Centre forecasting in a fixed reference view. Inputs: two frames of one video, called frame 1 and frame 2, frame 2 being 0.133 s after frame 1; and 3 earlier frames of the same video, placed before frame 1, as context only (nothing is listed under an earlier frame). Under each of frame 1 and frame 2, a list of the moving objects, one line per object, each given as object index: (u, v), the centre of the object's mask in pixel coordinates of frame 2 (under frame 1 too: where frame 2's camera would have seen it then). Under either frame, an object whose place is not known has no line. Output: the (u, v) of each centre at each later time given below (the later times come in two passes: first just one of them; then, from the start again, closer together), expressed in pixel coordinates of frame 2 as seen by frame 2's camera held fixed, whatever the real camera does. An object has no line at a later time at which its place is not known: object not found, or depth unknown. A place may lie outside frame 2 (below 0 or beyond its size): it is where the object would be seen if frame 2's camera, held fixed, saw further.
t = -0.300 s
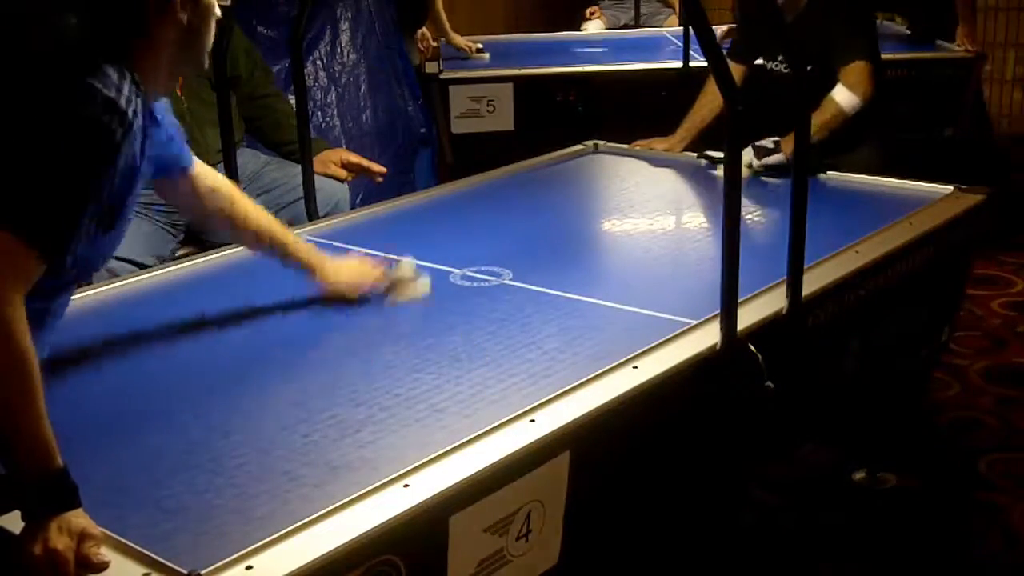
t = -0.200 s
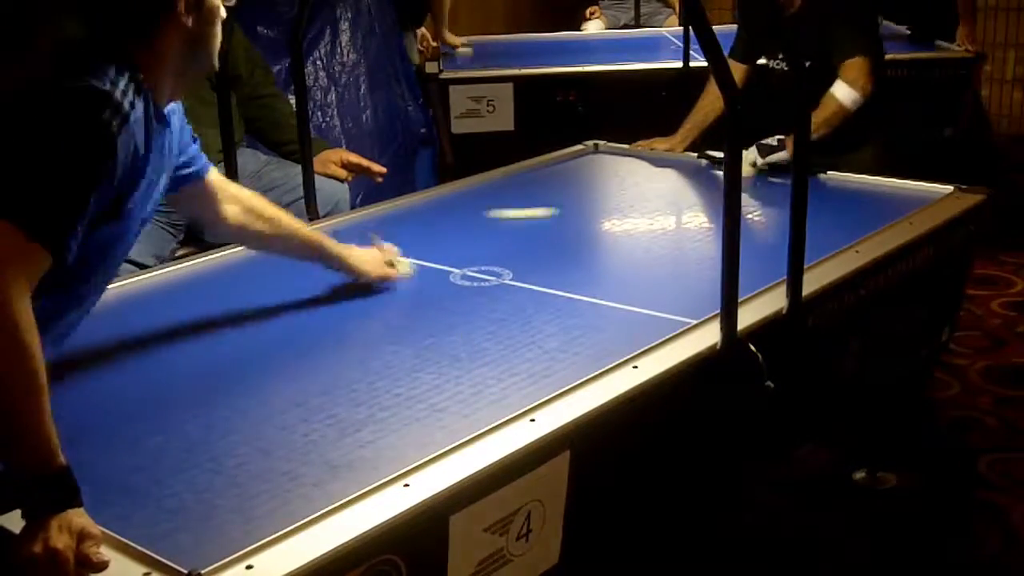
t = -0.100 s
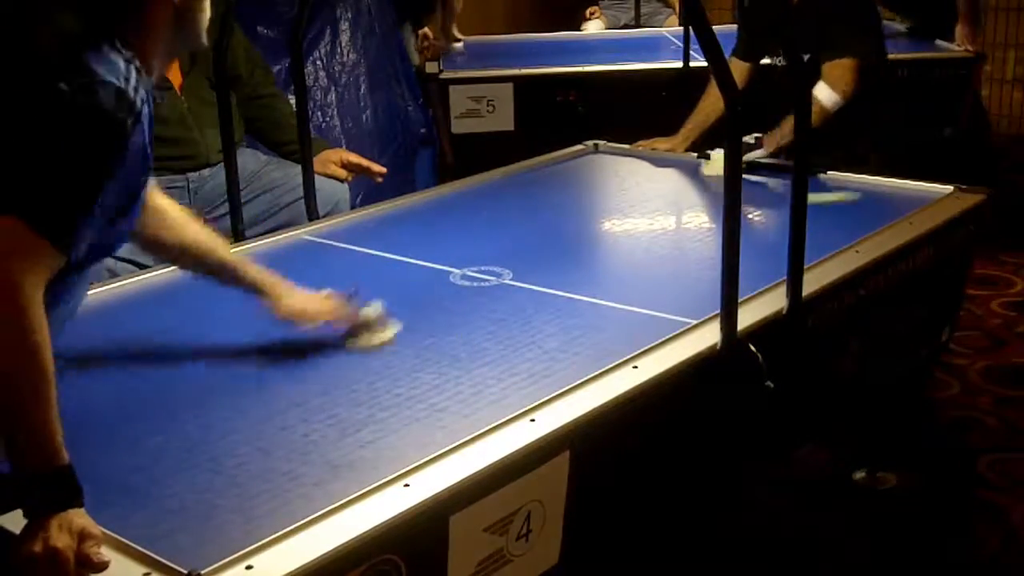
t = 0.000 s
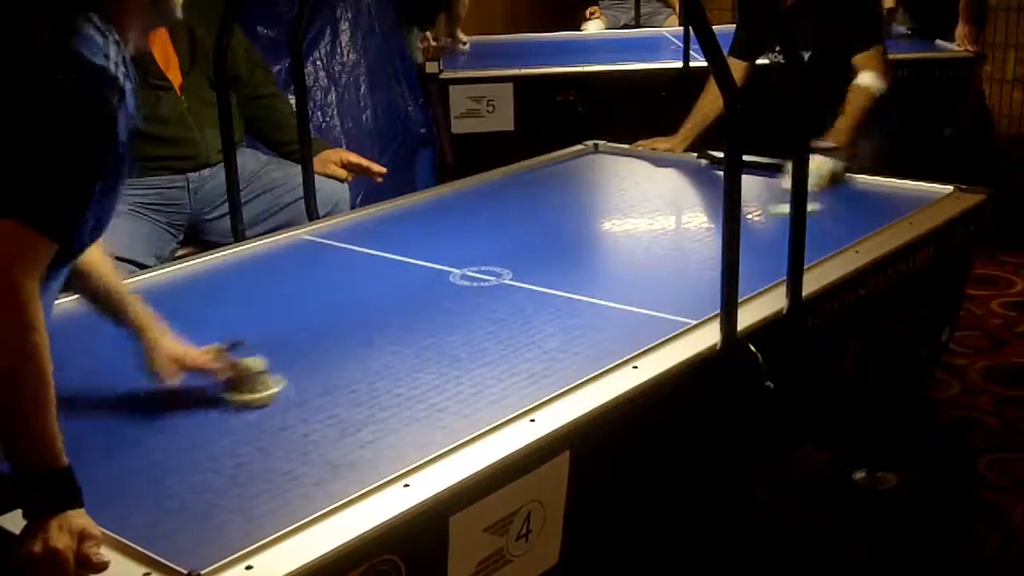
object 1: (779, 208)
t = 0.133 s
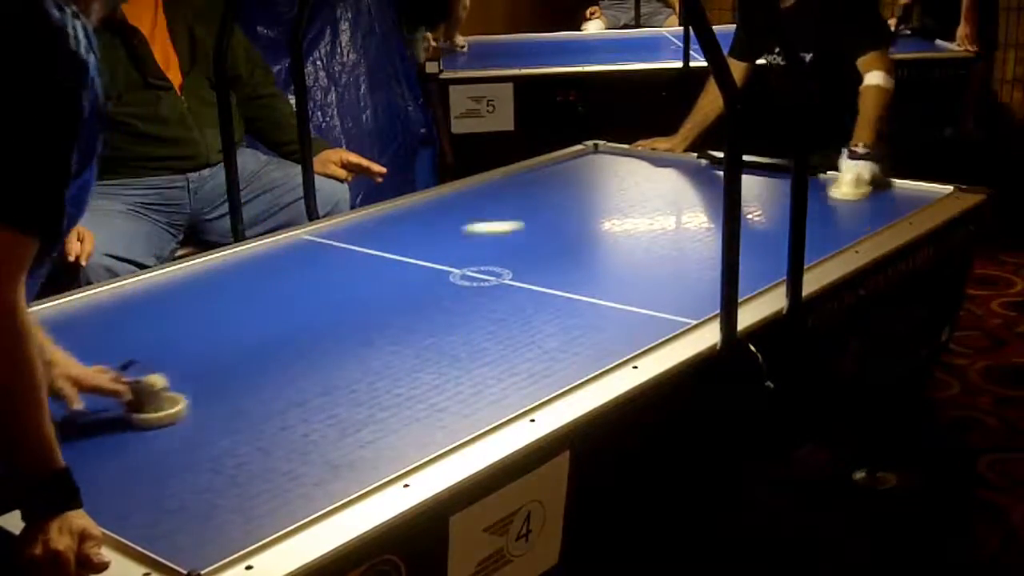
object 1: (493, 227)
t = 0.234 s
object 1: (314, 251)
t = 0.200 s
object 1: (344, 236)
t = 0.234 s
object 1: (314, 251)
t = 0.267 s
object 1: (307, 271)
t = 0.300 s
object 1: (299, 293)
